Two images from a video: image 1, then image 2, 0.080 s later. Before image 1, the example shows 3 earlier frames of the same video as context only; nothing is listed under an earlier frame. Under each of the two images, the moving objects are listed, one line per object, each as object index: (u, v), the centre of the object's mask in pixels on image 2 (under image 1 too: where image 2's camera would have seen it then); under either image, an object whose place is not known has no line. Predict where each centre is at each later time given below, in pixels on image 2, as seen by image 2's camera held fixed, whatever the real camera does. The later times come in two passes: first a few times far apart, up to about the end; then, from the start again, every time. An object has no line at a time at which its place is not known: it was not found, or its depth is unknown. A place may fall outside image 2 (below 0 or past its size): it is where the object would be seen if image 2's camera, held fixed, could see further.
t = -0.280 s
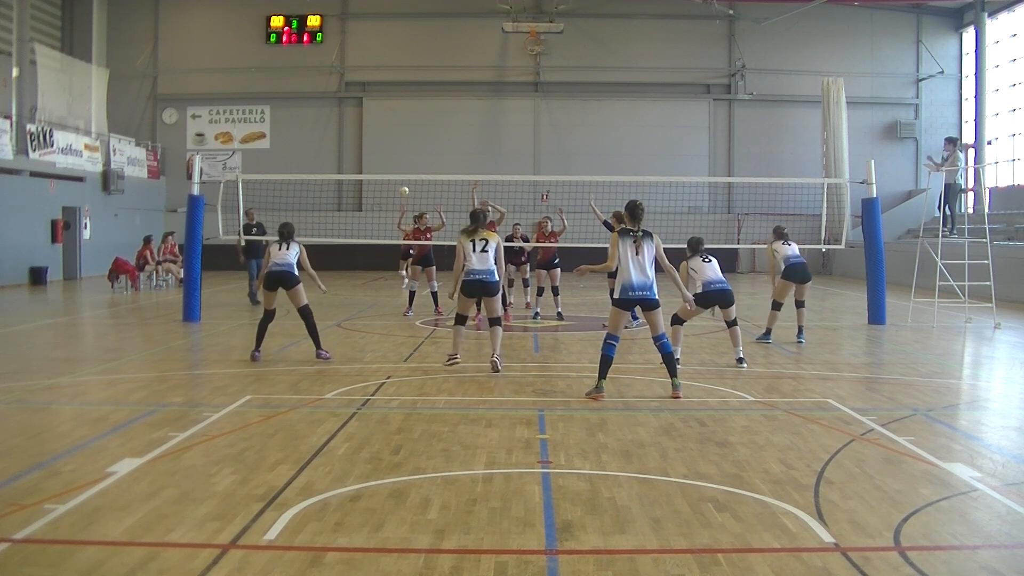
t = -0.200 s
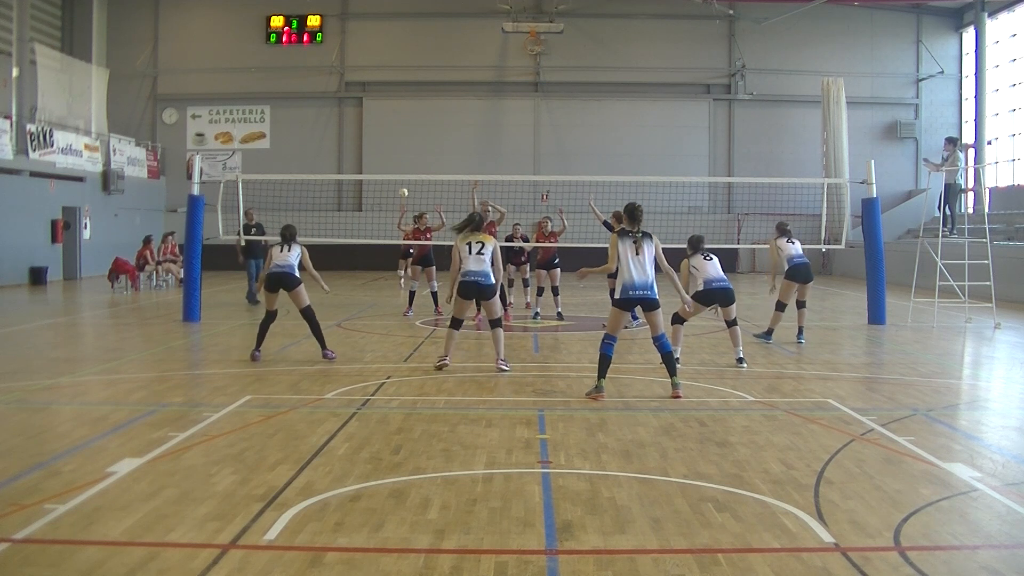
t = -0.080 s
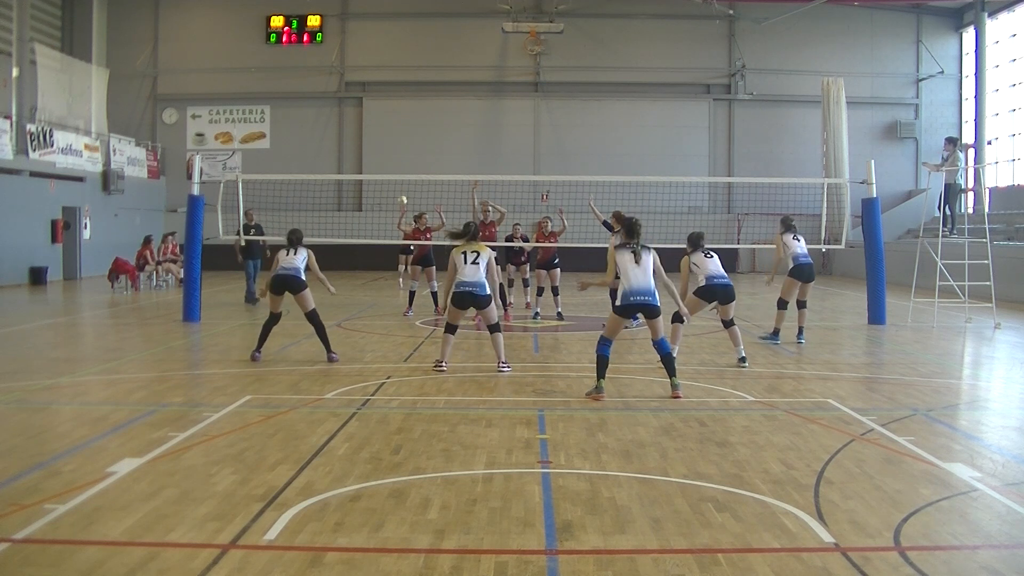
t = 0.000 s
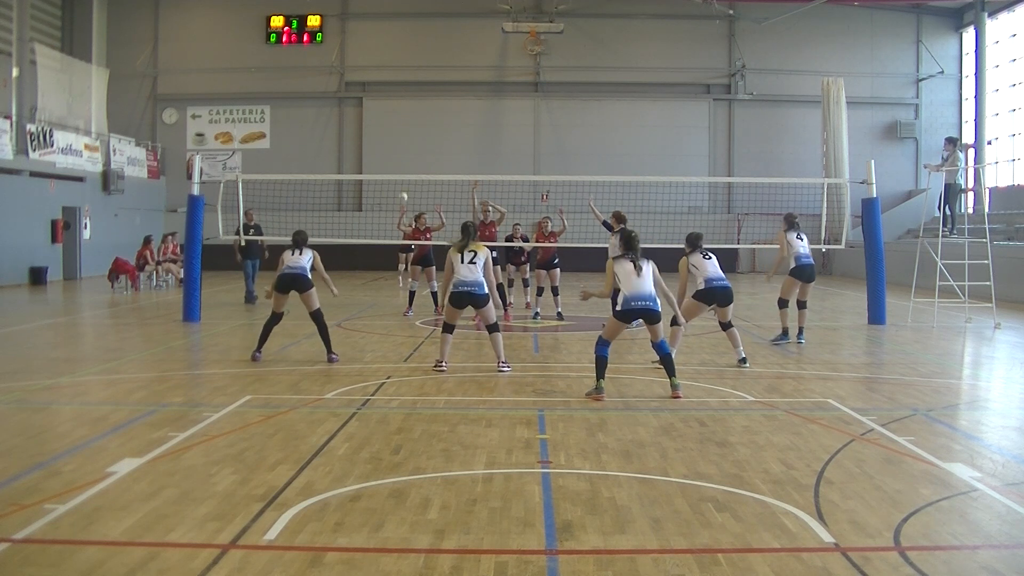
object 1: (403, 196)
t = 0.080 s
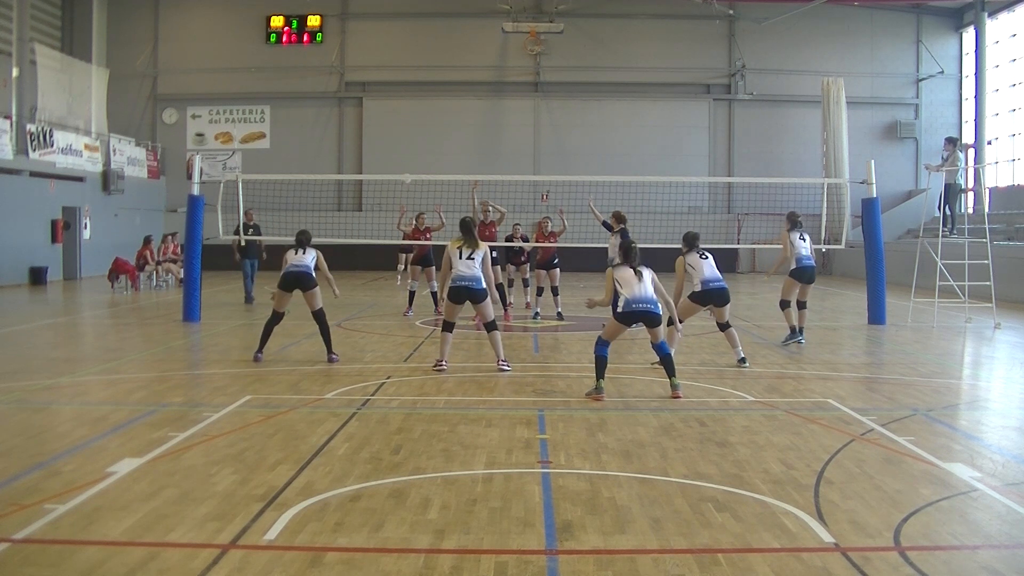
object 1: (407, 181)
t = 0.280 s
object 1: (416, 139)
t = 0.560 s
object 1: (429, 112)
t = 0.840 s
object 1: (457, 124)
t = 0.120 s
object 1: (408, 169)
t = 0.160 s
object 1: (410, 161)
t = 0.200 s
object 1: (412, 153)
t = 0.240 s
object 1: (414, 146)
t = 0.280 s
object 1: (416, 139)
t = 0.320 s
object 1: (417, 133)
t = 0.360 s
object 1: (420, 127)
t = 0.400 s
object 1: (421, 123)
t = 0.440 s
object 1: (423, 119)
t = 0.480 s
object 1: (425, 116)
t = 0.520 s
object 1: (427, 114)
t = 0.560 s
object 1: (429, 112)
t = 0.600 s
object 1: (432, 111)
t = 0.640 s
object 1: (435, 111)
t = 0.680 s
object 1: (439, 112)
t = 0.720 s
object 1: (443, 114)
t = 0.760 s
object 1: (448, 116)
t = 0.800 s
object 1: (452, 120)
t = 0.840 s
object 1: (457, 124)
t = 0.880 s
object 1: (463, 130)
